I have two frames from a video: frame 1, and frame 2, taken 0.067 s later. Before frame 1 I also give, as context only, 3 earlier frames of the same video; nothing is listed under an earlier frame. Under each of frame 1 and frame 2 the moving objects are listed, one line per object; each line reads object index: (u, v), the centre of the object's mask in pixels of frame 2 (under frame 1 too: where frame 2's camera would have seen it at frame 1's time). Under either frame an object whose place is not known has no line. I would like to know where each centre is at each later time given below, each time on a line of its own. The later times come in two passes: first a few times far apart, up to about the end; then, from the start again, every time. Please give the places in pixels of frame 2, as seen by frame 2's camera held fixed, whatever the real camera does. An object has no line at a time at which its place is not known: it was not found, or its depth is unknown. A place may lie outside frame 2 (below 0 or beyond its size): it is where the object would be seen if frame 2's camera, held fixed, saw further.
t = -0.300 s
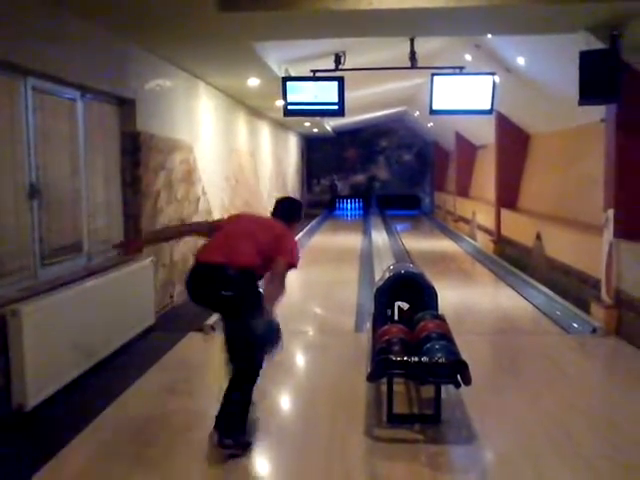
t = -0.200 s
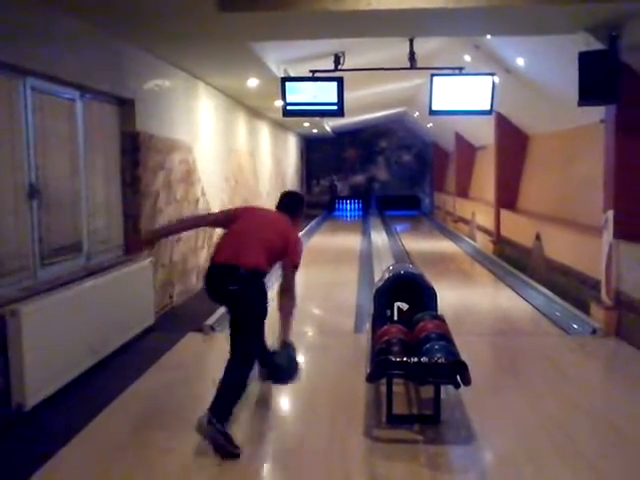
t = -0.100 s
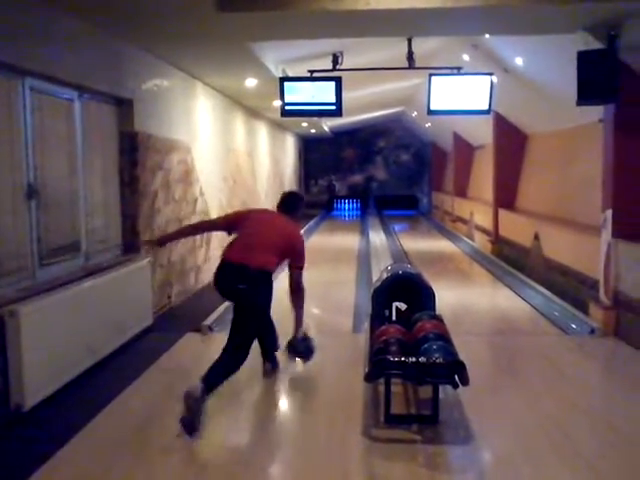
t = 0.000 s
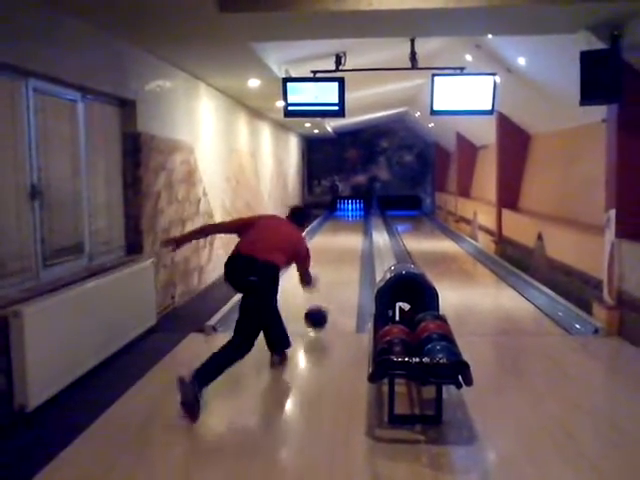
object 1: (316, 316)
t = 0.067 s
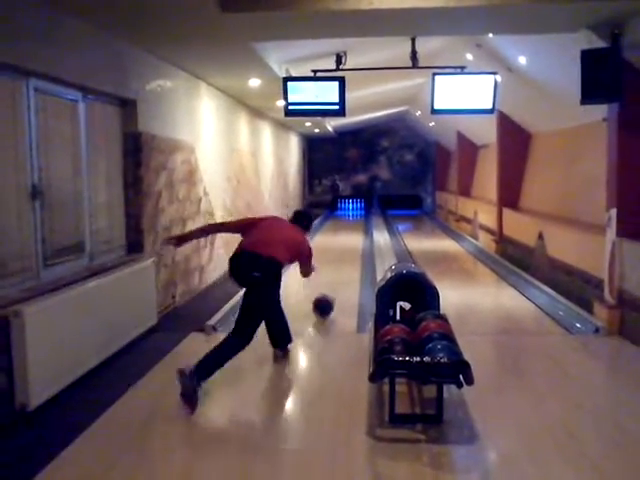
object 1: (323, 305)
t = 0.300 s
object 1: (336, 269)
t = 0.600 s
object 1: (345, 245)
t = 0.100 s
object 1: (325, 299)
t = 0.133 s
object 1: (327, 293)
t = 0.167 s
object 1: (329, 287)
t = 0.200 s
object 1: (331, 283)
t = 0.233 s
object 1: (333, 278)
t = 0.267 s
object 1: (334, 274)
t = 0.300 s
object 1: (336, 269)
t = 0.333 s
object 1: (338, 266)
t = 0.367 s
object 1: (339, 263)
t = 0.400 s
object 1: (340, 260)
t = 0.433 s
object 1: (341, 257)
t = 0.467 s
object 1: (342, 255)
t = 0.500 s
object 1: (343, 251)
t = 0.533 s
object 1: (344, 249)
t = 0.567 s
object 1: (345, 247)
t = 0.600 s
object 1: (345, 245)
